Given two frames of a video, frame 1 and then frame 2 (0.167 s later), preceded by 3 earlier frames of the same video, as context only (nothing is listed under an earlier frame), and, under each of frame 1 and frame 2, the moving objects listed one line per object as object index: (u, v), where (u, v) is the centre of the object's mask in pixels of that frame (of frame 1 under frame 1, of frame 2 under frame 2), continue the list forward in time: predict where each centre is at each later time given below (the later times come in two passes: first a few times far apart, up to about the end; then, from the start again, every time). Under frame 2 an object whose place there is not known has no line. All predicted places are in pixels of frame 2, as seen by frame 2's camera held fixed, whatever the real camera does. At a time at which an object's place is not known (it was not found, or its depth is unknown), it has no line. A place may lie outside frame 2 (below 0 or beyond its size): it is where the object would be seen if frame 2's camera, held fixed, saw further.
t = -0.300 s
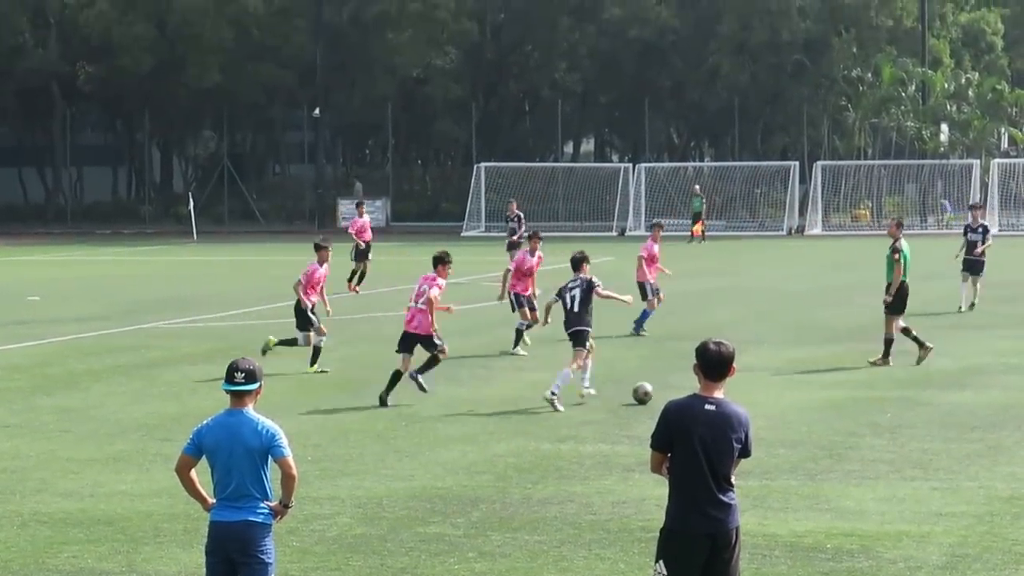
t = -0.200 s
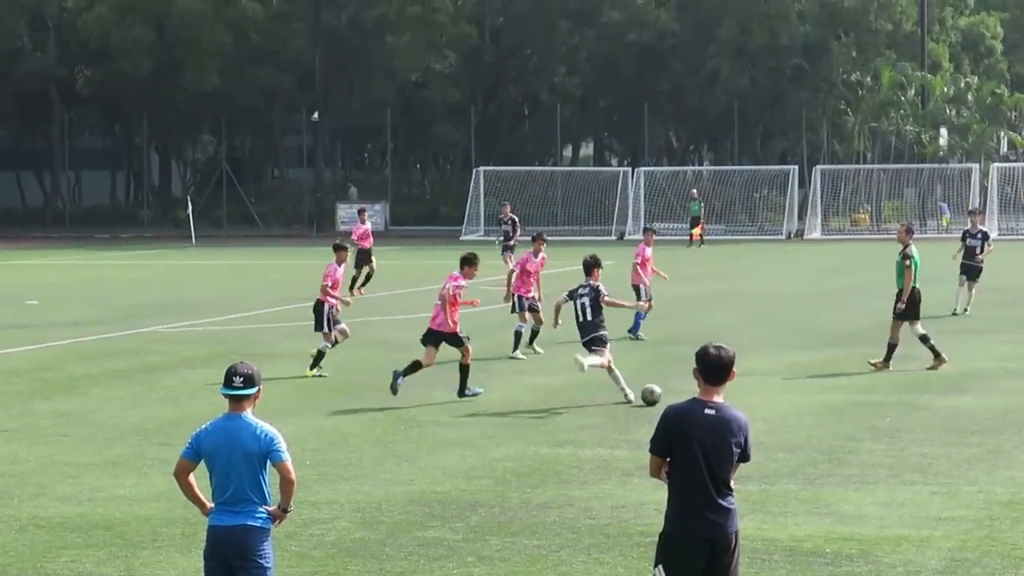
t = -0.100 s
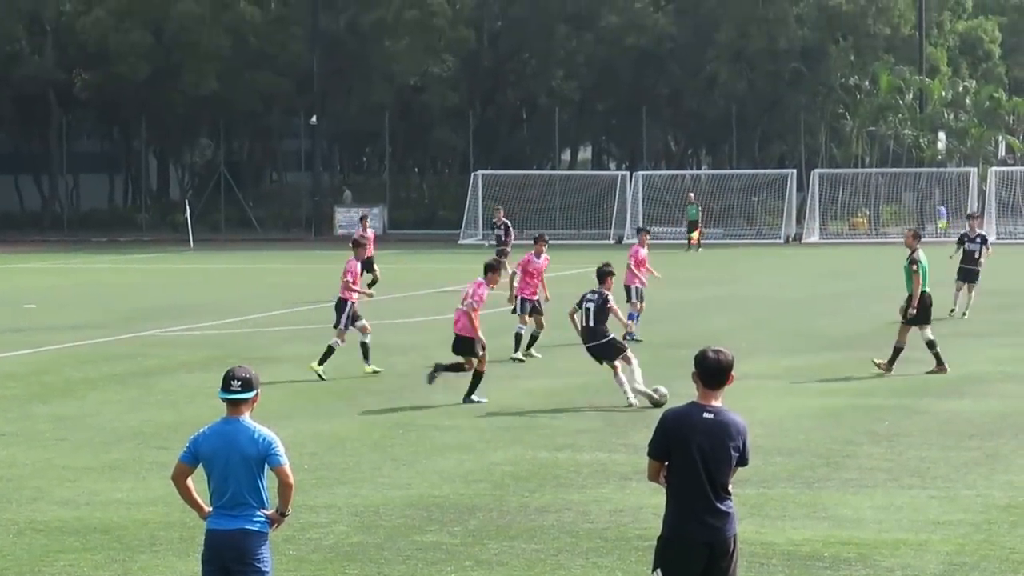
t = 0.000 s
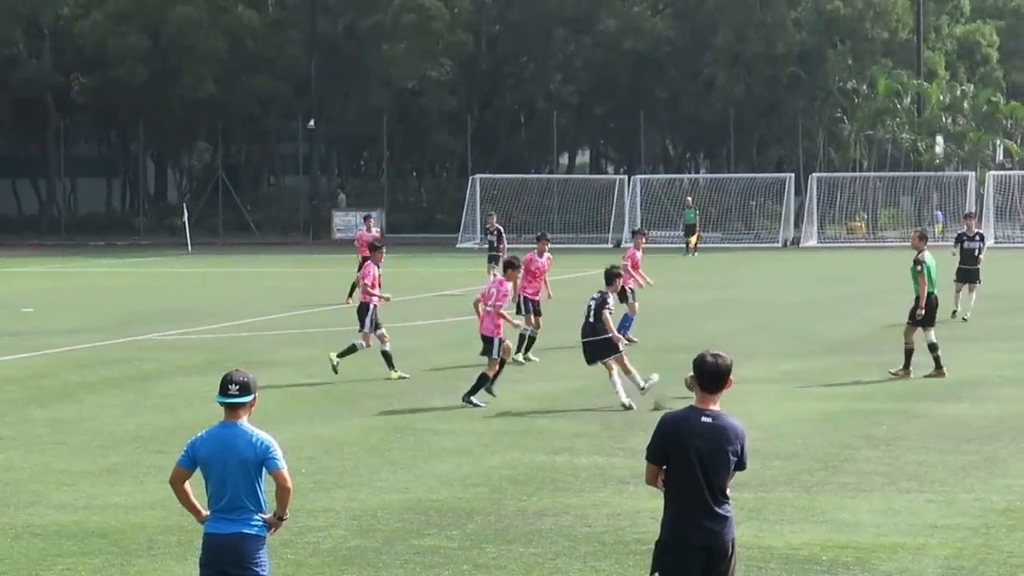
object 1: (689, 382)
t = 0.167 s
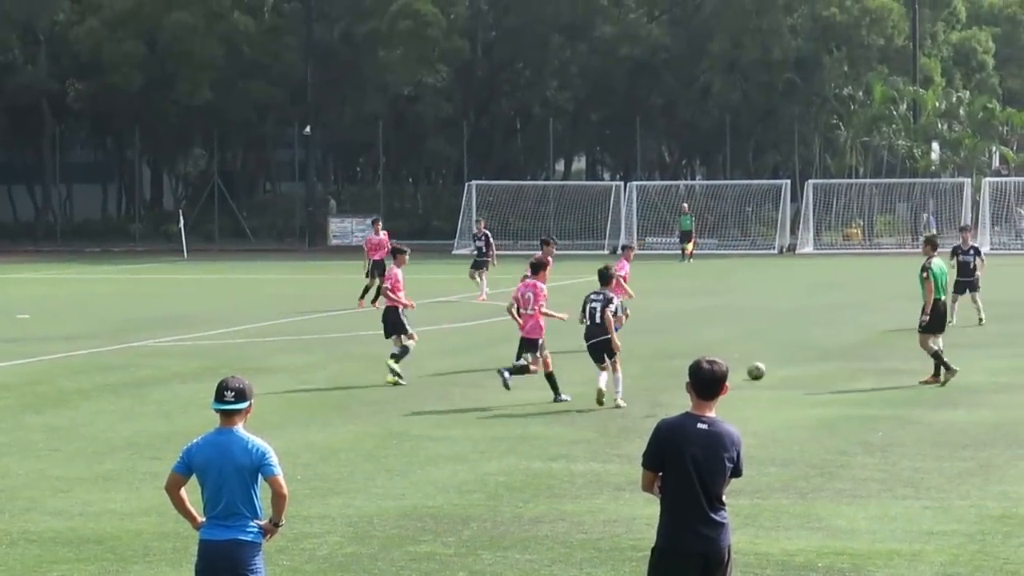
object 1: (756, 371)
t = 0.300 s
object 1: (795, 355)
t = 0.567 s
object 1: (848, 335)
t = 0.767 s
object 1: (876, 326)
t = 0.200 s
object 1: (767, 366)
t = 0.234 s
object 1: (777, 361)
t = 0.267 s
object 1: (786, 358)
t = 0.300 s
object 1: (795, 355)
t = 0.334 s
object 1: (803, 352)
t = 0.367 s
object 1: (811, 348)
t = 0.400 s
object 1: (818, 344)
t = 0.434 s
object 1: (825, 342)
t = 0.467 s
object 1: (831, 342)
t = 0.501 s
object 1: (837, 340)
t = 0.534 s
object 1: (843, 336)
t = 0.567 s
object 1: (848, 335)
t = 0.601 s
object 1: (854, 333)
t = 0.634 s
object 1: (859, 332)
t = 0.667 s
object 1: (863, 330)
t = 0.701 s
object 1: (868, 328)
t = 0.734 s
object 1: (872, 327)
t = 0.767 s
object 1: (876, 326)
